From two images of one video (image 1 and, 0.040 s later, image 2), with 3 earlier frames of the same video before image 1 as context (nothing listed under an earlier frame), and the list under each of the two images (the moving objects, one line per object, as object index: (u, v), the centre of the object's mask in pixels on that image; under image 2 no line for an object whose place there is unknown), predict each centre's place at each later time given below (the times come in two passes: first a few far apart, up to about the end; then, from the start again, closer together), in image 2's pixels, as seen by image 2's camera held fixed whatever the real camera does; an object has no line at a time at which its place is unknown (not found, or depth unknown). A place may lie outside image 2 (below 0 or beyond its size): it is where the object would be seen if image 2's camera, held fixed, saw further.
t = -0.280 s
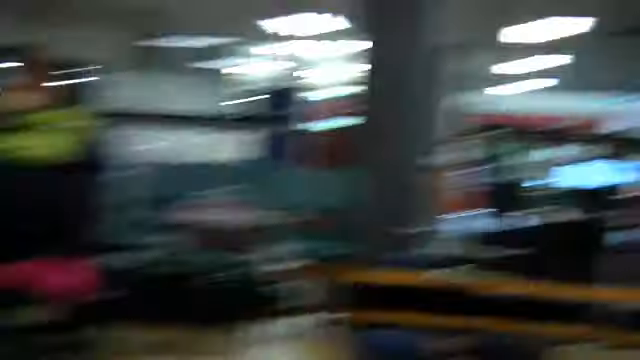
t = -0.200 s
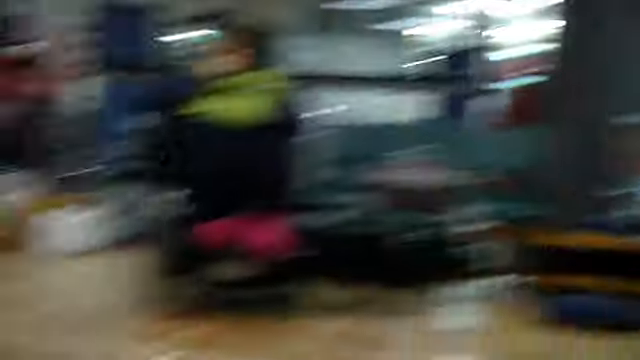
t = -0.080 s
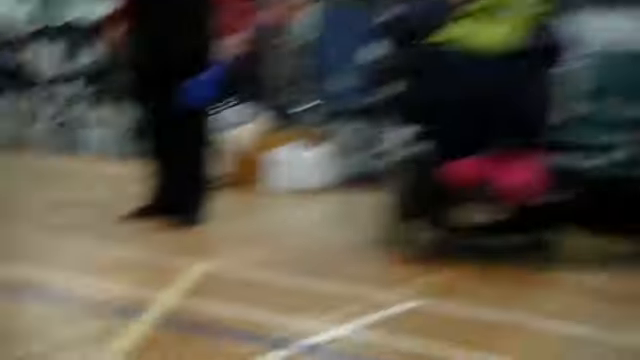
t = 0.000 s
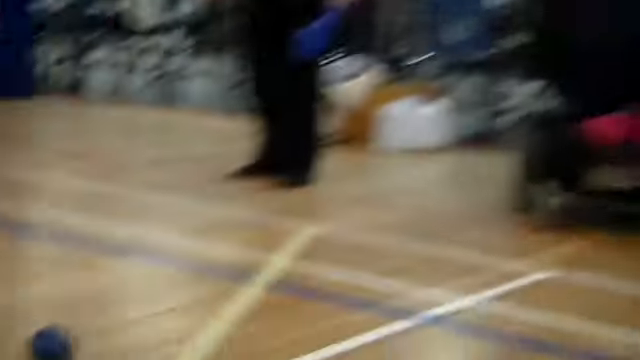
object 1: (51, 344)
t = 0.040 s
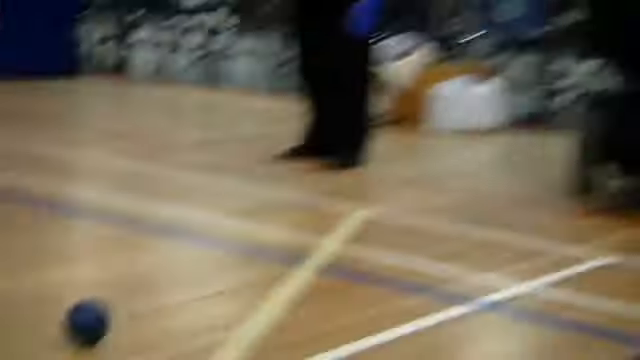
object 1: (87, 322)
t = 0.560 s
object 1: (-17, 235)
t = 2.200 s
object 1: (-65, 193)
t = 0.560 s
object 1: (-17, 235)
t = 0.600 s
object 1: (-23, 230)
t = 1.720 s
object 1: (-69, 193)
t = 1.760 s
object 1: (-69, 193)
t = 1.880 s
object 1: (-68, 193)
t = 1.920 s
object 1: (-67, 193)
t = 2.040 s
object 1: (-66, 193)
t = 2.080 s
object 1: (-66, 193)
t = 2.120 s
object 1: (-65, 194)
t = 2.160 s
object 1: (-65, 193)
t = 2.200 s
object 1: (-65, 193)
